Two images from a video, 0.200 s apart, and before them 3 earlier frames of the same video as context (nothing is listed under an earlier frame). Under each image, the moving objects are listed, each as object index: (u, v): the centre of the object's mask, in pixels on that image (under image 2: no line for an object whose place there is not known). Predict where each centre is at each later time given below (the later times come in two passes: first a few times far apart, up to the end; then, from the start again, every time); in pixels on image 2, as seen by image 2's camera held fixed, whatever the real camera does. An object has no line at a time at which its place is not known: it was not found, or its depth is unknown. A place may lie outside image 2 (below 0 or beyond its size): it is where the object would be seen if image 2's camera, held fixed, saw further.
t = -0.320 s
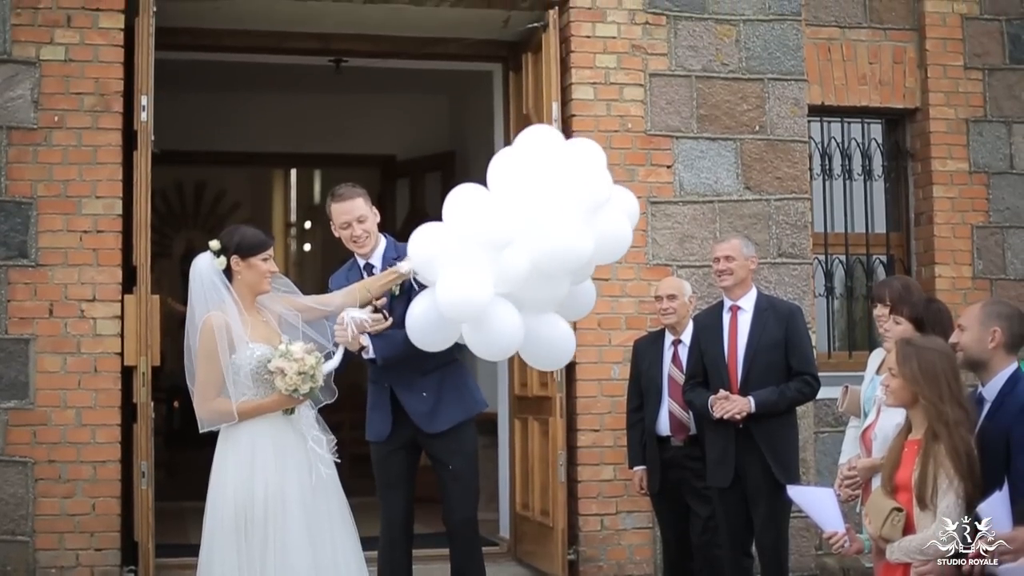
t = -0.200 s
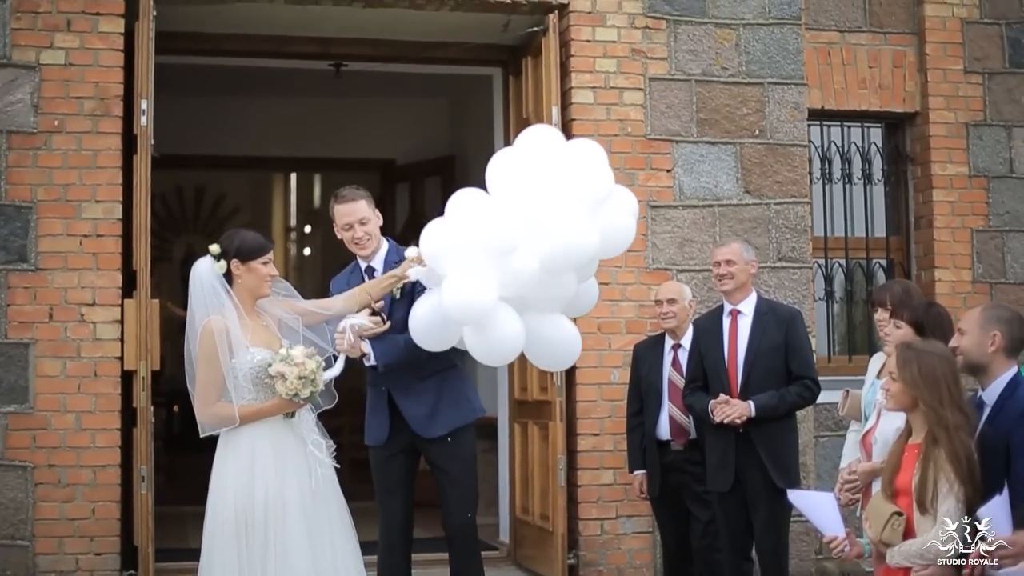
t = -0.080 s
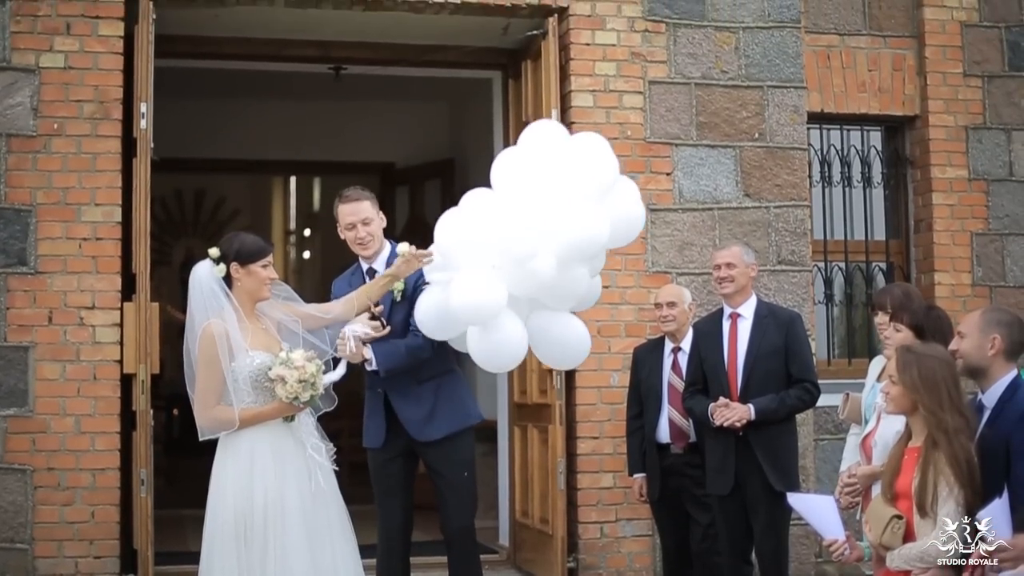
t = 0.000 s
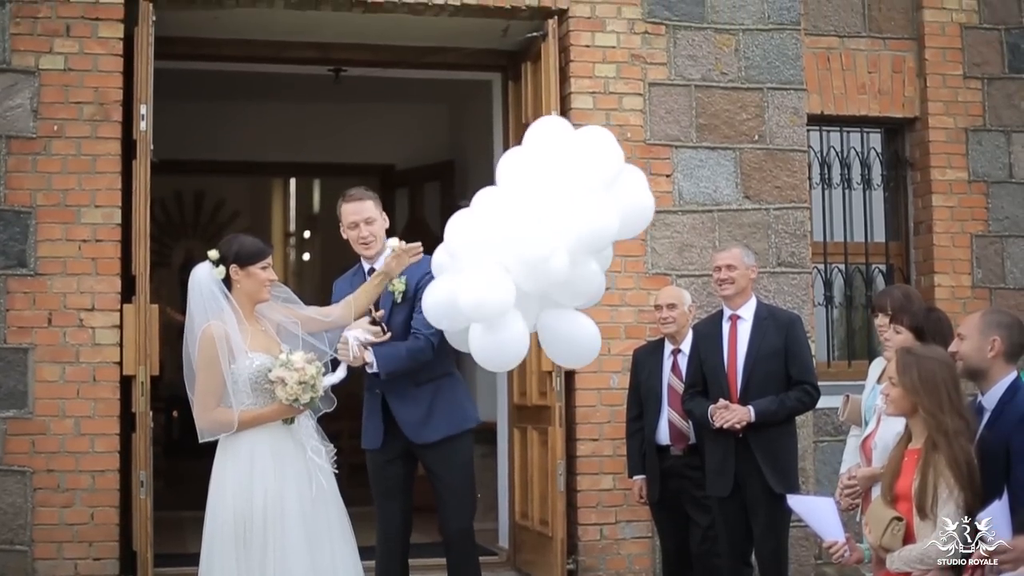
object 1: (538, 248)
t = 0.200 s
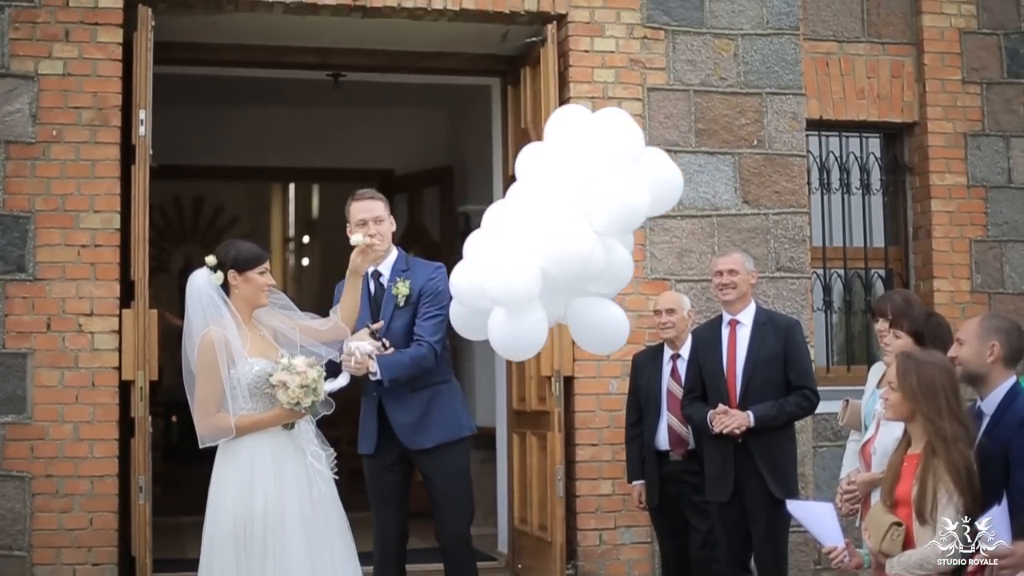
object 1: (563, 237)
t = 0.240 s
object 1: (569, 233)
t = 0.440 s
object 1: (602, 212)
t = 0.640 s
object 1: (642, 192)
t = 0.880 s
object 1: (698, 163)
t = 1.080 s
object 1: (750, 137)
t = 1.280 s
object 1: (808, 112)
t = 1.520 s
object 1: (883, 85)
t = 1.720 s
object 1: (950, 65)
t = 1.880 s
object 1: (1004, 52)
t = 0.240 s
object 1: (569, 233)
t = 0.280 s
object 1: (575, 229)
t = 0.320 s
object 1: (581, 225)
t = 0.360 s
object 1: (588, 221)
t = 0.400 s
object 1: (595, 217)
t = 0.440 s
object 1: (602, 212)
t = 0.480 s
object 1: (610, 208)
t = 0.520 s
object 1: (617, 204)
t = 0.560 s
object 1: (626, 200)
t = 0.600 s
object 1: (634, 196)
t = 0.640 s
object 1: (642, 192)
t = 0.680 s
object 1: (651, 187)
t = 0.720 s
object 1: (660, 183)
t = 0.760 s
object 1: (669, 178)
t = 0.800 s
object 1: (678, 173)
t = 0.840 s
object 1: (688, 168)
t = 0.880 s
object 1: (698, 163)
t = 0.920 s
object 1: (708, 158)
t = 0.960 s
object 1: (718, 153)
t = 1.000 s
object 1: (729, 147)
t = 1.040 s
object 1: (740, 142)
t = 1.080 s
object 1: (750, 137)
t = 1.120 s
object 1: (762, 131)
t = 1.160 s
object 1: (773, 126)
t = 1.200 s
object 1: (784, 121)
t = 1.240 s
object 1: (796, 116)
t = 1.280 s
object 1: (808, 112)
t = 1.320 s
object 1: (820, 107)
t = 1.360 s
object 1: (832, 103)
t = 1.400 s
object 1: (845, 98)
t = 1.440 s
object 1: (857, 94)
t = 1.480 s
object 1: (870, 90)
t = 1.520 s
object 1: (883, 85)
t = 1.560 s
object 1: (896, 82)
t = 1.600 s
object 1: (909, 77)
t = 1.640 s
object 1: (923, 73)
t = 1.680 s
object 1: (936, 70)
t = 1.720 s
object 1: (950, 65)
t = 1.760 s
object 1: (964, 61)
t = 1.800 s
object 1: (978, 58)
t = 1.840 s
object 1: (991, 55)
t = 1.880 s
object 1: (1004, 52)
